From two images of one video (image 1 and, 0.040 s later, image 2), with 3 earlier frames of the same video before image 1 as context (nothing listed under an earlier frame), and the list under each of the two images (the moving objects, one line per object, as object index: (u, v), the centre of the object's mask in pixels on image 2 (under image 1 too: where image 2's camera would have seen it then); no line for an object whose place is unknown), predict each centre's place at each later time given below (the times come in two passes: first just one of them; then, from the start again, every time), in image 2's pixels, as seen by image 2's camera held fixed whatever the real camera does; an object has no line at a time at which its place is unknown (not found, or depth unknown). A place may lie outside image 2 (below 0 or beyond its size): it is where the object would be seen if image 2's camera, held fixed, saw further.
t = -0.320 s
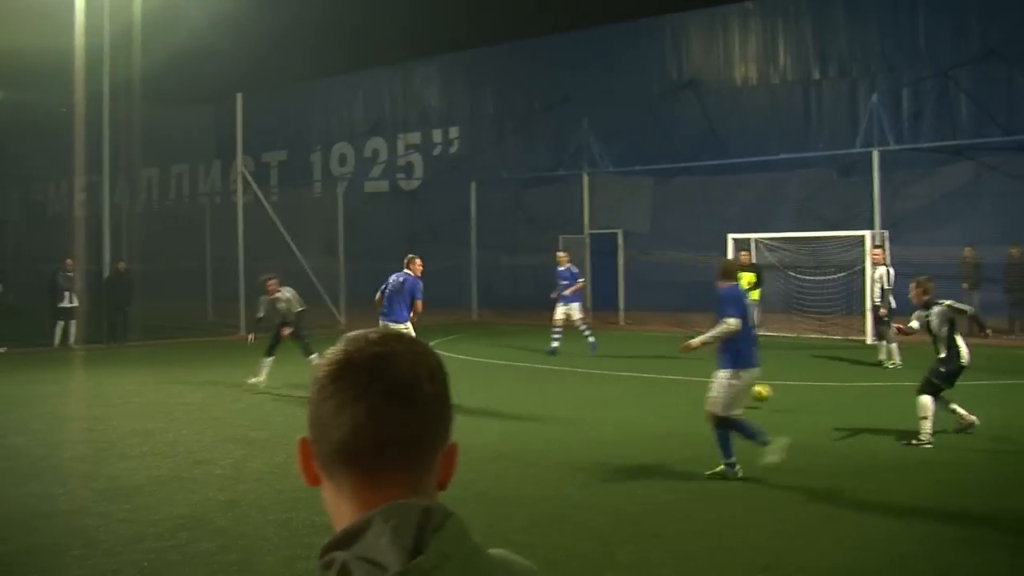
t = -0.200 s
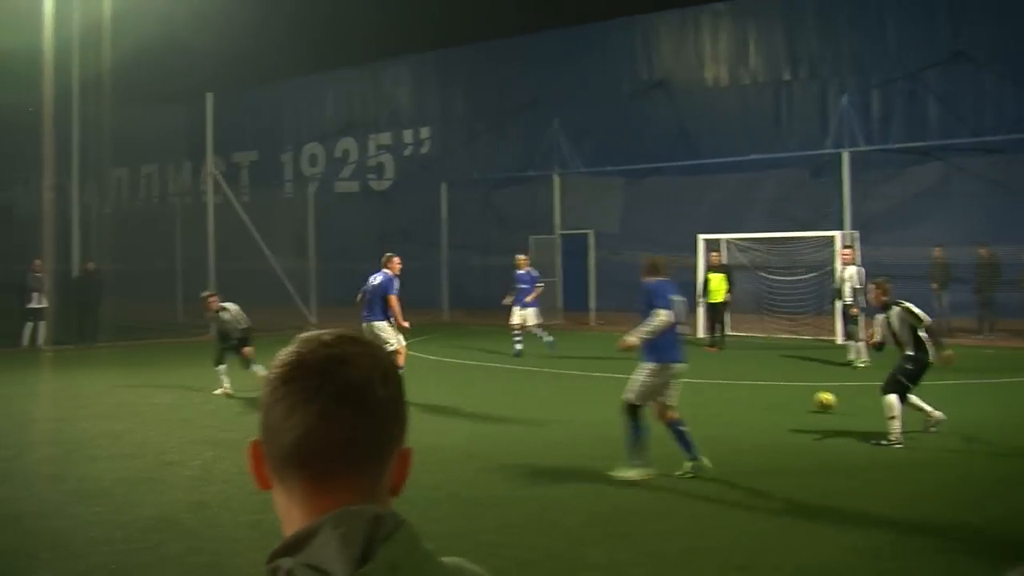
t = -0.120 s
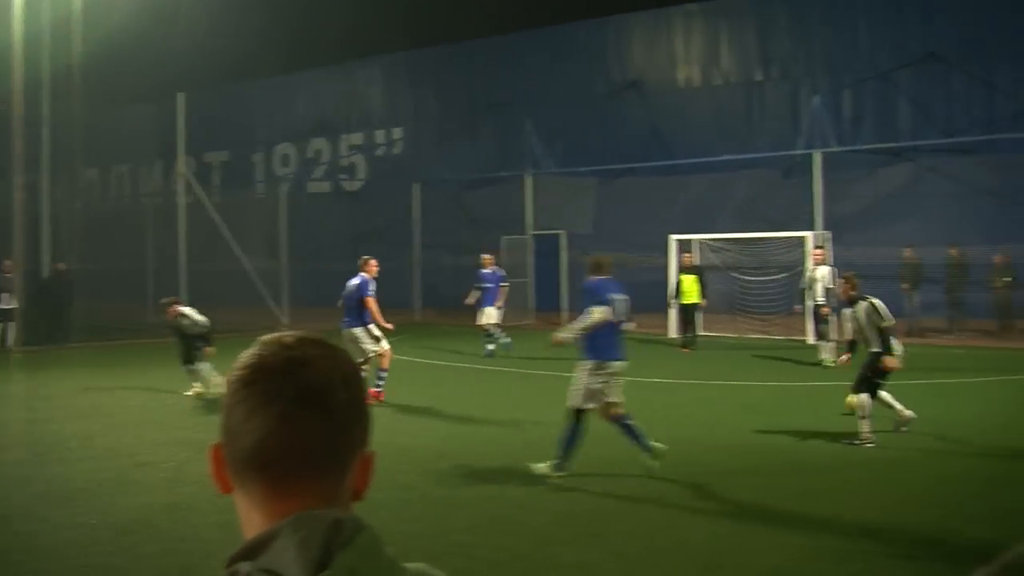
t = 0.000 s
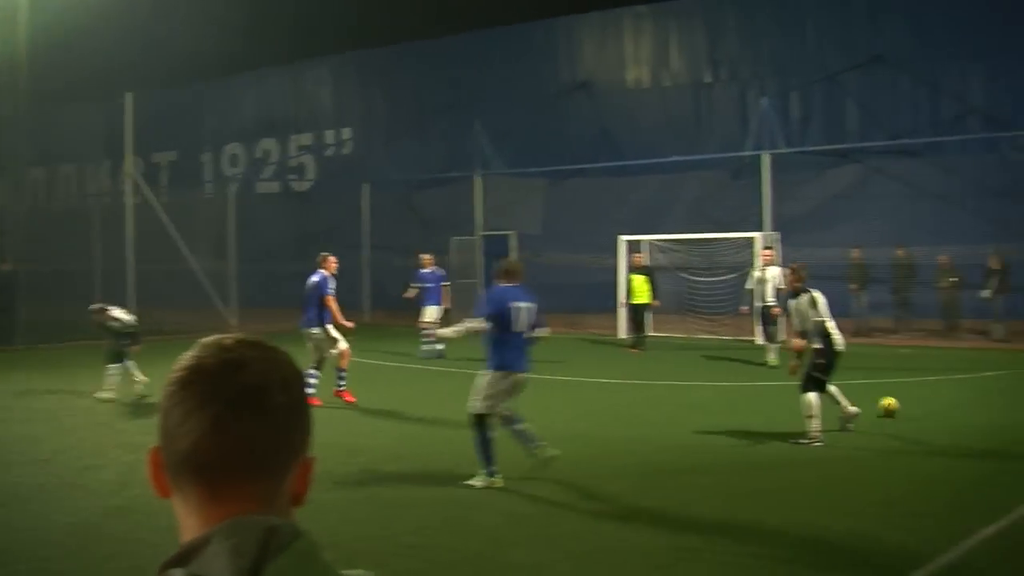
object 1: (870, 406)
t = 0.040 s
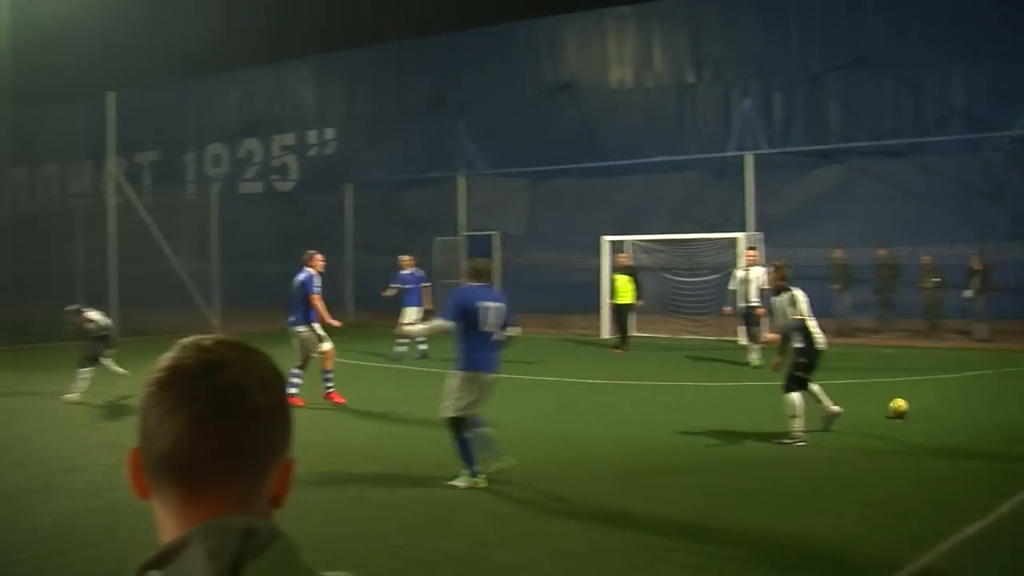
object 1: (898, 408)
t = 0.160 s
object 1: (978, 412)
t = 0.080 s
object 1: (925, 408)
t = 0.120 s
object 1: (952, 410)
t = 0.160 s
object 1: (978, 412)
